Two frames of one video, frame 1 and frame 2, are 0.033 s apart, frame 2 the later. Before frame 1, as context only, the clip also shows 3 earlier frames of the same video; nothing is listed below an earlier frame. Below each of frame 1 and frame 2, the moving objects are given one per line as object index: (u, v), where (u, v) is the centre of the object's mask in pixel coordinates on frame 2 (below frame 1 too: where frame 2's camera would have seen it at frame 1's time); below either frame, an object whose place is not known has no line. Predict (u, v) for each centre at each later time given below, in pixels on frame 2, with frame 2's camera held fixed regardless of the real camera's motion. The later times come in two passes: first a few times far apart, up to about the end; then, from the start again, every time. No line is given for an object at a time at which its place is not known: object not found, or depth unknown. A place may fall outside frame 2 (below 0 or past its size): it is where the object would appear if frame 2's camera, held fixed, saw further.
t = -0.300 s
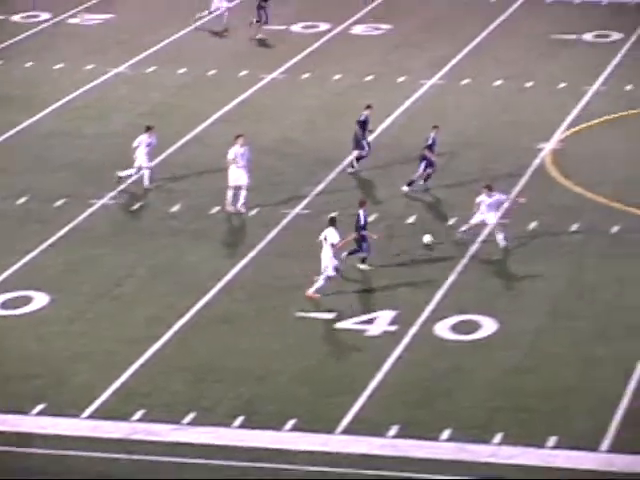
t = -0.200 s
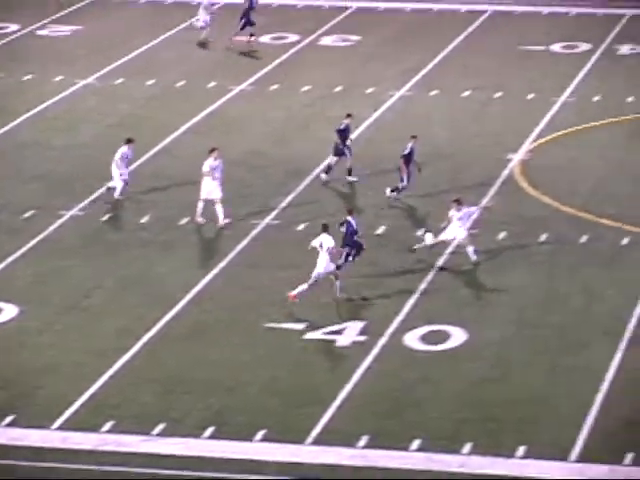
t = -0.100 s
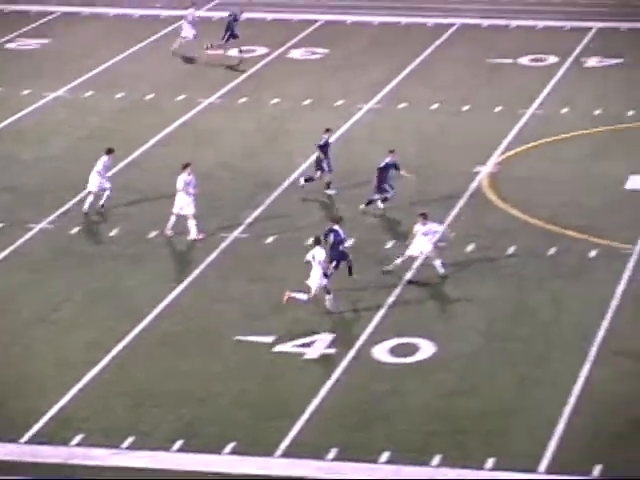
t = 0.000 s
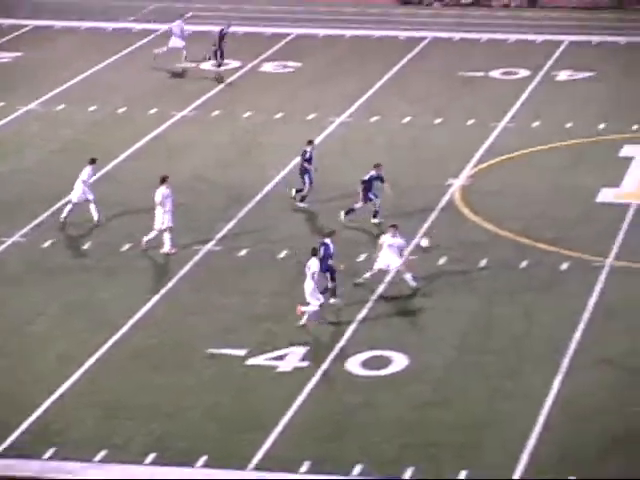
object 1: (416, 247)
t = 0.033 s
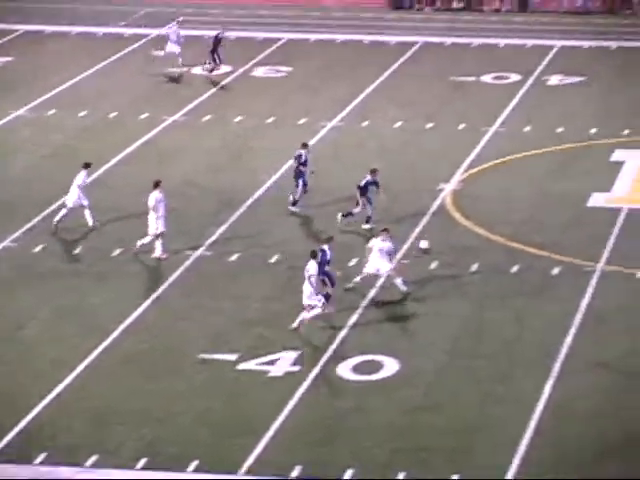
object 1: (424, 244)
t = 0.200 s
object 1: (460, 231)
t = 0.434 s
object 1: (502, 215)
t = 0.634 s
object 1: (535, 203)
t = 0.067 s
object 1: (431, 240)
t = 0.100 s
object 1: (439, 237)
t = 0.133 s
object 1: (446, 234)
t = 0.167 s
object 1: (453, 233)
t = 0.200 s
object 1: (460, 231)
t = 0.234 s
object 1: (465, 228)
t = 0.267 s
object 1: (473, 224)
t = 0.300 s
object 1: (479, 222)
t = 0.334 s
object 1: (486, 220)
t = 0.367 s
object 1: (491, 219)
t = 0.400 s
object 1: (497, 217)
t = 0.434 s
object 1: (502, 215)
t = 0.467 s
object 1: (508, 213)
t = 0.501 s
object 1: (514, 211)
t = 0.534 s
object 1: (519, 208)
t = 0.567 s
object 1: (525, 207)
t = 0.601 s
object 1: (530, 205)
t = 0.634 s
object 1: (535, 203)
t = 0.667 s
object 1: (540, 201)
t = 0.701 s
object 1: (545, 199)
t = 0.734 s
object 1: (550, 198)
